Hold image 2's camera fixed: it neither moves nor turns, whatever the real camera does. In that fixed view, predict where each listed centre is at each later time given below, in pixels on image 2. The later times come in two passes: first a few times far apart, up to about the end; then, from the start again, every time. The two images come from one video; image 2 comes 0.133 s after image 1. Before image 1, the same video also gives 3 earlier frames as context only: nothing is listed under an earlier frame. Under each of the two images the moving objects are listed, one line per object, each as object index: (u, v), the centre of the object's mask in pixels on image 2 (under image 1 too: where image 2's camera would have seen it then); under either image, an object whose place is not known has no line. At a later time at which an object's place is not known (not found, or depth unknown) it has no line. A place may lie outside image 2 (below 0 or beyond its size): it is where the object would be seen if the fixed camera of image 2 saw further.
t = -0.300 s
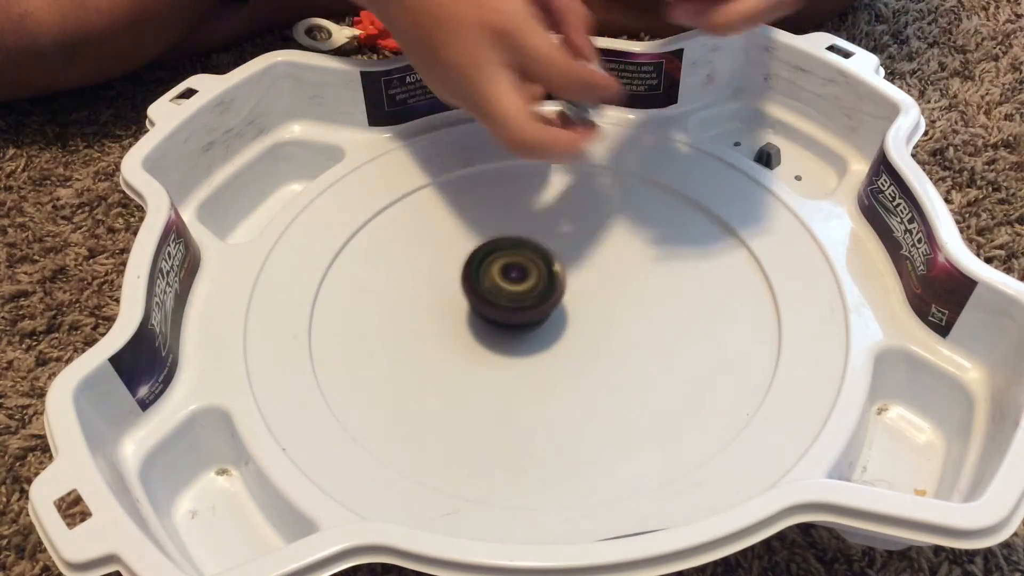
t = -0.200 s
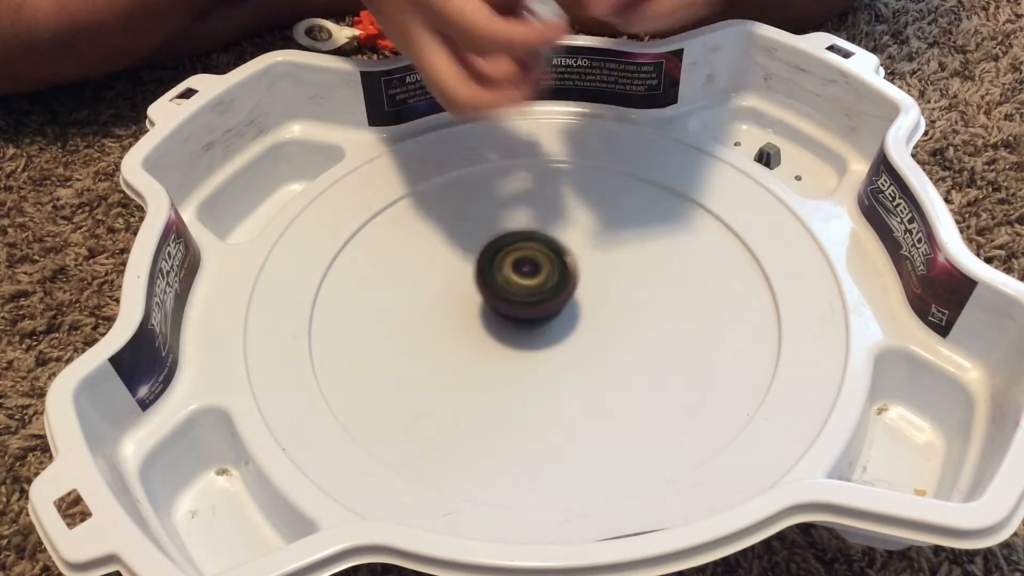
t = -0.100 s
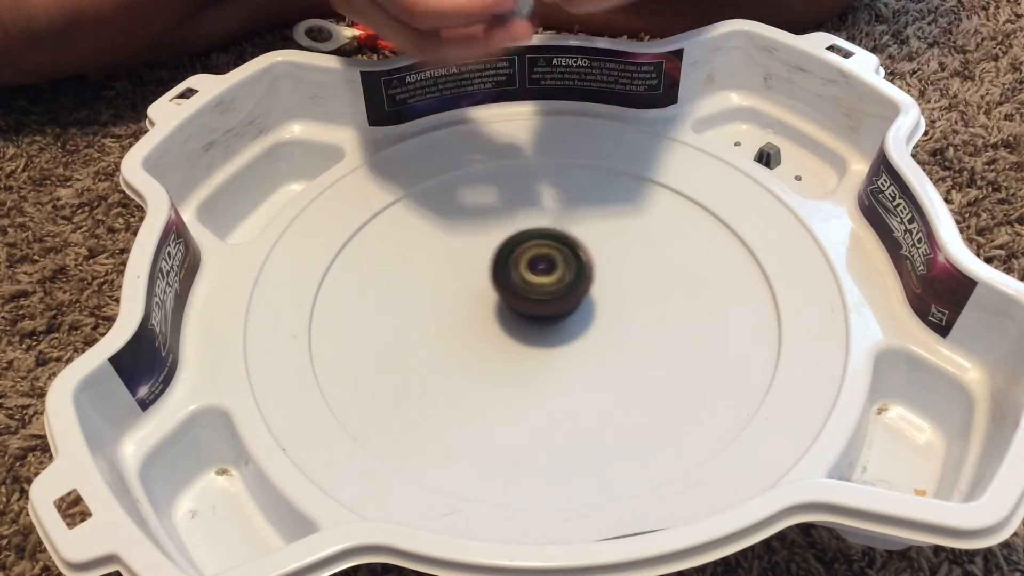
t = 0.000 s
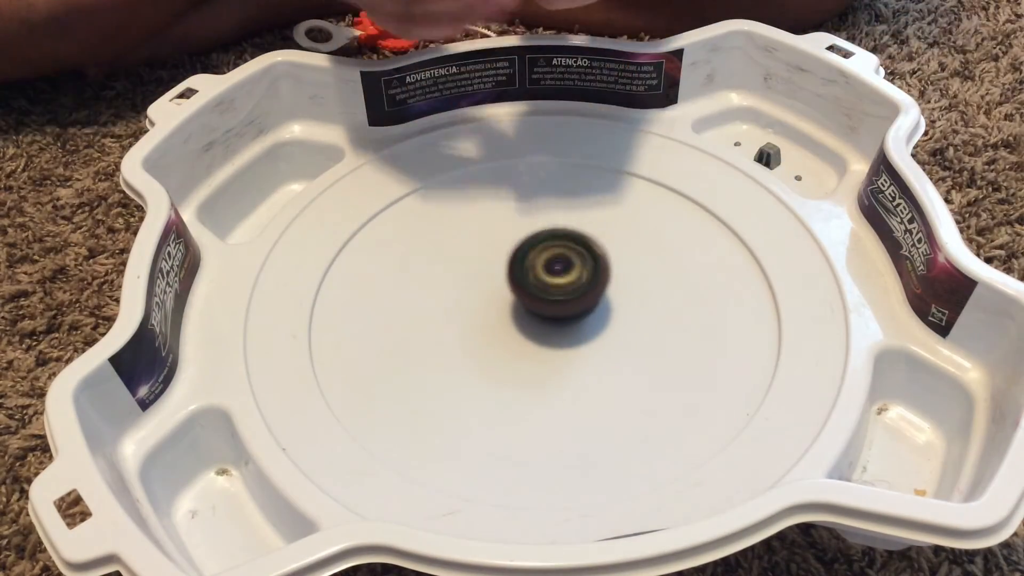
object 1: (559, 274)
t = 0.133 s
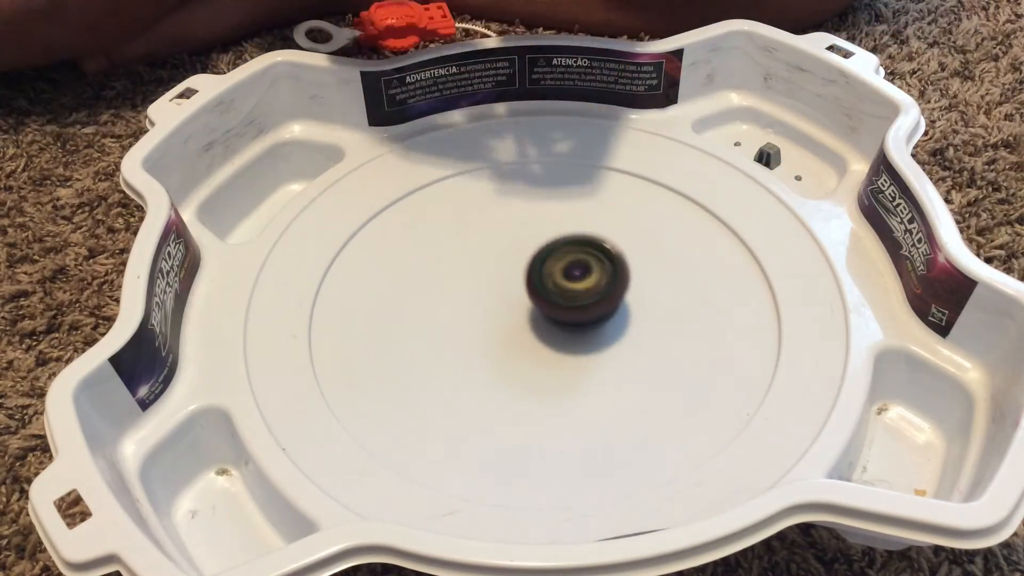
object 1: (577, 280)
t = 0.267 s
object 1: (588, 290)
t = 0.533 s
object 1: (574, 310)
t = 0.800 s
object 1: (531, 312)
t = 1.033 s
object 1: (507, 295)
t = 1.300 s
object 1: (522, 279)
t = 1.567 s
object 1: (562, 281)
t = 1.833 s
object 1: (584, 298)
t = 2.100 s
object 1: (565, 311)
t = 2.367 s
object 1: (525, 303)
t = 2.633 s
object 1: (512, 285)
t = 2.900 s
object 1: (534, 280)
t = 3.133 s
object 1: (564, 290)
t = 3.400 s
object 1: (575, 311)
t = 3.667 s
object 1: (554, 314)
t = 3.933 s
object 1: (527, 296)
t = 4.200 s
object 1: (527, 277)
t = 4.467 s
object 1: (547, 280)
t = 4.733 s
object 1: (563, 302)
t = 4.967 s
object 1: (557, 317)
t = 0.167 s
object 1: (581, 282)
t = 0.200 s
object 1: (584, 285)
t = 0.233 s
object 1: (586, 287)
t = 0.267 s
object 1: (588, 290)
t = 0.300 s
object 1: (589, 293)
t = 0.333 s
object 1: (589, 296)
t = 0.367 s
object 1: (588, 299)
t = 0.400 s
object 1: (587, 301)
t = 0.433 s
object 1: (585, 304)
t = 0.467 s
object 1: (582, 307)
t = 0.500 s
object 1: (579, 308)
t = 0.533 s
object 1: (574, 310)
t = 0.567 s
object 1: (570, 312)
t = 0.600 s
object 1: (565, 313)
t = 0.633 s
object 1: (559, 314)
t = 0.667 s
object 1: (554, 314)
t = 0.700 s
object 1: (548, 314)
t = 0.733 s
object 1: (542, 314)
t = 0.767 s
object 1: (536, 313)
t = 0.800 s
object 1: (531, 312)
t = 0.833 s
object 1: (526, 310)
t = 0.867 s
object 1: (521, 308)
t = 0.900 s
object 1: (517, 305)
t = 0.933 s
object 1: (513, 303)
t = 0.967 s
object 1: (510, 300)
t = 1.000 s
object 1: (508, 298)
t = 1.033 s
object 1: (507, 295)
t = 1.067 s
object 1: (507, 293)
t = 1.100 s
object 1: (507, 290)
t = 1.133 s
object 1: (508, 289)
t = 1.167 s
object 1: (509, 286)
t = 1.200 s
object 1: (512, 284)
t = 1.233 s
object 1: (515, 282)
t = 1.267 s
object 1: (518, 280)
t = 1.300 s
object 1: (522, 279)
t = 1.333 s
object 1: (526, 278)
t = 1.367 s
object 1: (531, 278)
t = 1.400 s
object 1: (536, 277)
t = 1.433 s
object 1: (541, 277)
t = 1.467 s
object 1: (546, 278)
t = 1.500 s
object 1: (552, 278)
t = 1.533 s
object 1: (557, 280)
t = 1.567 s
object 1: (562, 281)
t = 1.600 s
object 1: (567, 283)
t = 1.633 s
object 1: (571, 285)
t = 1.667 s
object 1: (575, 287)
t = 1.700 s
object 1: (578, 289)
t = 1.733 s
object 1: (581, 291)
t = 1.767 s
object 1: (583, 293)
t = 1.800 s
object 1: (584, 296)
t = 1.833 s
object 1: (584, 298)
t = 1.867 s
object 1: (584, 300)
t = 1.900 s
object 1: (583, 302)
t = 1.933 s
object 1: (582, 305)
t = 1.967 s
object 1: (580, 306)
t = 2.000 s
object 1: (577, 308)
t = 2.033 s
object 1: (573, 309)
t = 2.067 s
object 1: (569, 310)
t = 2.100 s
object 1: (565, 311)
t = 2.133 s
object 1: (560, 311)
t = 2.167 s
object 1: (555, 311)
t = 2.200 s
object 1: (550, 310)
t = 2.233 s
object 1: (544, 310)
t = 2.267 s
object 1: (539, 308)
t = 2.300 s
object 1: (534, 307)
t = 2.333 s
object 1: (529, 305)
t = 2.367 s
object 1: (525, 303)
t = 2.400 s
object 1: (521, 301)
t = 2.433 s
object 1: (518, 298)
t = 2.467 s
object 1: (515, 295)
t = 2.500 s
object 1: (514, 293)
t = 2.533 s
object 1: (512, 290)
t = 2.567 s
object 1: (511, 288)
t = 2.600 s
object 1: (511, 286)
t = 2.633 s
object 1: (512, 285)
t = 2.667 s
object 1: (513, 283)
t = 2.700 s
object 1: (515, 282)
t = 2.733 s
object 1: (517, 281)
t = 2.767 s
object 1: (519, 280)
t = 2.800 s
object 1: (523, 279)
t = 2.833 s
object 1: (526, 279)
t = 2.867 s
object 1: (530, 279)
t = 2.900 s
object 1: (534, 280)
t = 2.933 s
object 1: (538, 280)
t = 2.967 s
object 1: (543, 281)
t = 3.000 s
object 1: (548, 283)
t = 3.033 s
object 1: (552, 284)
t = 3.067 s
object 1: (556, 286)
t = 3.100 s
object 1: (561, 288)
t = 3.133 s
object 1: (564, 290)
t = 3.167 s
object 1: (568, 292)
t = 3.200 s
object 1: (571, 296)
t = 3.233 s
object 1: (573, 298)
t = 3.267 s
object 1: (575, 301)
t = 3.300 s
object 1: (575, 304)
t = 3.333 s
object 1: (576, 306)
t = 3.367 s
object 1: (576, 309)
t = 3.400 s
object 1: (575, 311)
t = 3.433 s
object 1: (574, 312)
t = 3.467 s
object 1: (573, 314)
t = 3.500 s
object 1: (570, 315)
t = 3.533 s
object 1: (568, 316)
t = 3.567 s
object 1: (565, 316)
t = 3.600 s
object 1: (561, 316)
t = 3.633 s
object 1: (558, 315)
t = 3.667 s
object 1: (554, 314)
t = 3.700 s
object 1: (550, 313)
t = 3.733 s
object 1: (545, 311)
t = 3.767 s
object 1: (542, 310)
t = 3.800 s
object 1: (538, 307)
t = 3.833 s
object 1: (535, 305)
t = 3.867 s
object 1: (532, 302)
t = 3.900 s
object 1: (529, 299)
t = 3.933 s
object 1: (527, 296)
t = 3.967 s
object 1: (526, 293)
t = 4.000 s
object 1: (525, 290)
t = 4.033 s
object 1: (524, 287)
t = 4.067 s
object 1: (524, 284)
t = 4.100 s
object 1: (524, 282)
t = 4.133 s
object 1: (525, 280)
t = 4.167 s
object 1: (526, 278)
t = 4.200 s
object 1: (527, 277)
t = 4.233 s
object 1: (529, 276)
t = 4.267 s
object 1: (531, 275)
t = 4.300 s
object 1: (533, 275)
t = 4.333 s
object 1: (536, 275)
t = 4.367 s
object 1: (538, 276)
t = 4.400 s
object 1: (541, 277)
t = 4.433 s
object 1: (544, 278)
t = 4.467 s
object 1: (547, 280)
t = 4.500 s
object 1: (550, 282)
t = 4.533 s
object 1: (553, 284)
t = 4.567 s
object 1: (555, 287)
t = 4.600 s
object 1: (557, 290)
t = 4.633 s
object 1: (560, 293)
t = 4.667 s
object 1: (561, 296)
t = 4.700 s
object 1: (563, 299)
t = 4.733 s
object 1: (563, 302)
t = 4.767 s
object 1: (564, 305)
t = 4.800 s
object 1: (563, 308)
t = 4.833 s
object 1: (563, 310)
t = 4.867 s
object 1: (561, 313)
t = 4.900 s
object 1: (560, 314)
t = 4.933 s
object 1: (559, 316)
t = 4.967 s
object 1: (557, 317)
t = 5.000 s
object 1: (555, 318)
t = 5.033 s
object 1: (552, 318)
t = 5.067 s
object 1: (550, 318)
